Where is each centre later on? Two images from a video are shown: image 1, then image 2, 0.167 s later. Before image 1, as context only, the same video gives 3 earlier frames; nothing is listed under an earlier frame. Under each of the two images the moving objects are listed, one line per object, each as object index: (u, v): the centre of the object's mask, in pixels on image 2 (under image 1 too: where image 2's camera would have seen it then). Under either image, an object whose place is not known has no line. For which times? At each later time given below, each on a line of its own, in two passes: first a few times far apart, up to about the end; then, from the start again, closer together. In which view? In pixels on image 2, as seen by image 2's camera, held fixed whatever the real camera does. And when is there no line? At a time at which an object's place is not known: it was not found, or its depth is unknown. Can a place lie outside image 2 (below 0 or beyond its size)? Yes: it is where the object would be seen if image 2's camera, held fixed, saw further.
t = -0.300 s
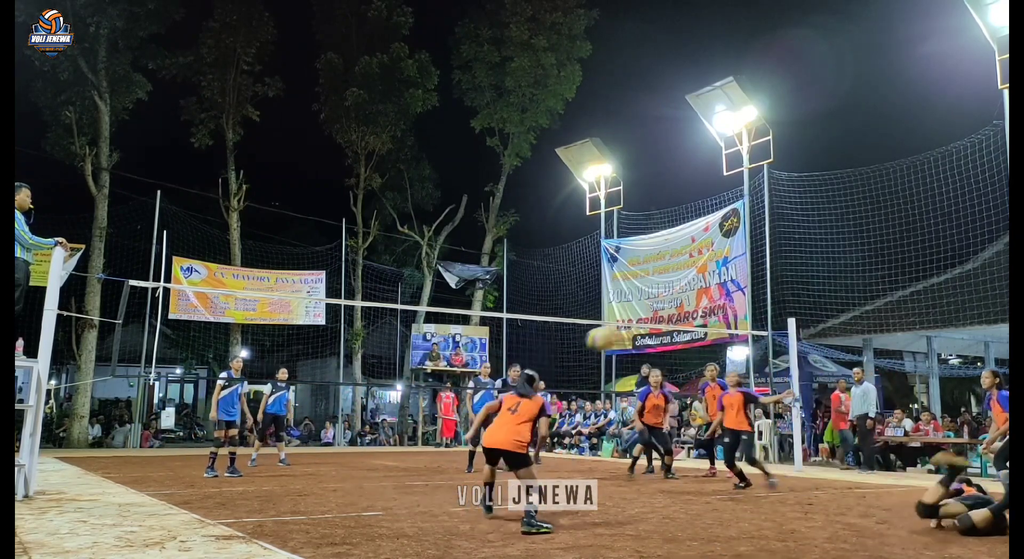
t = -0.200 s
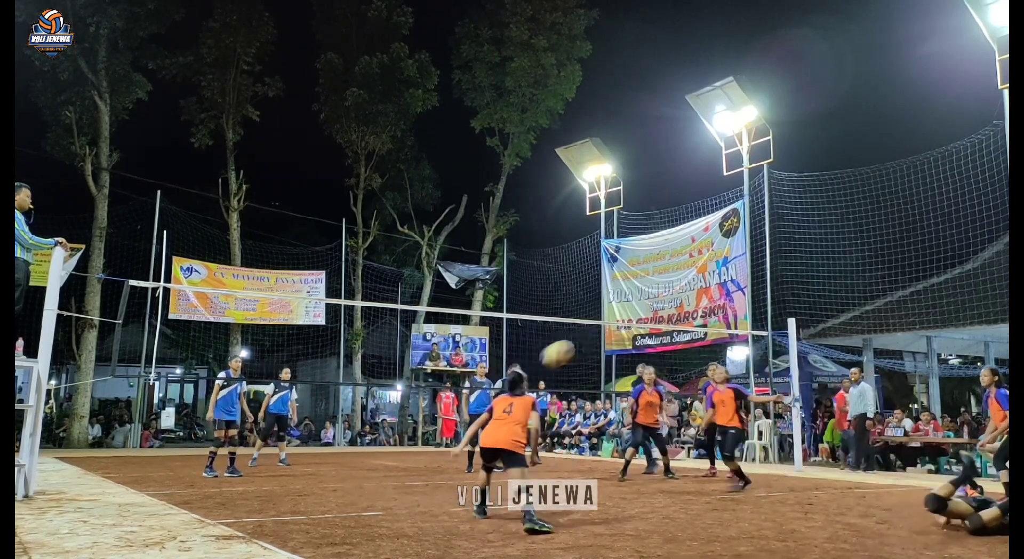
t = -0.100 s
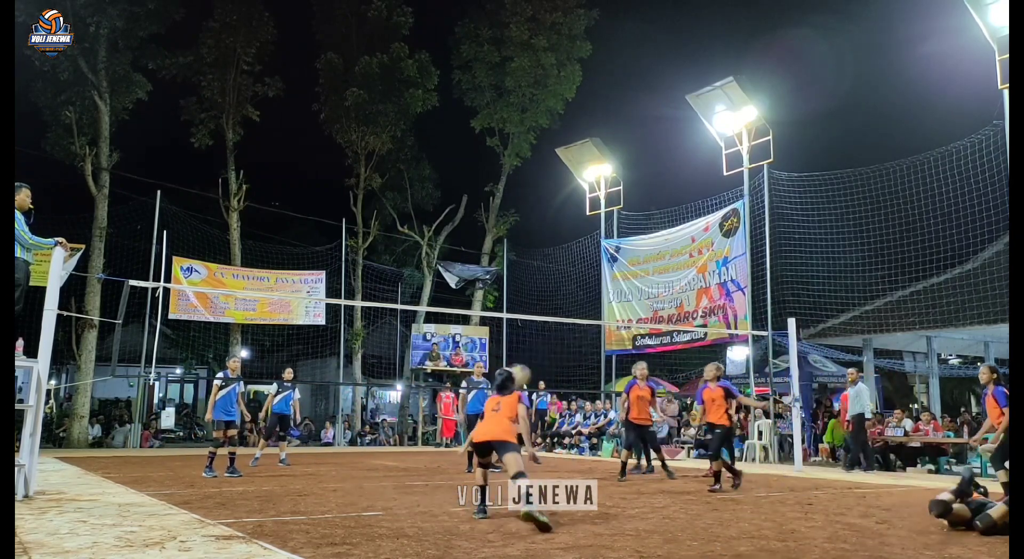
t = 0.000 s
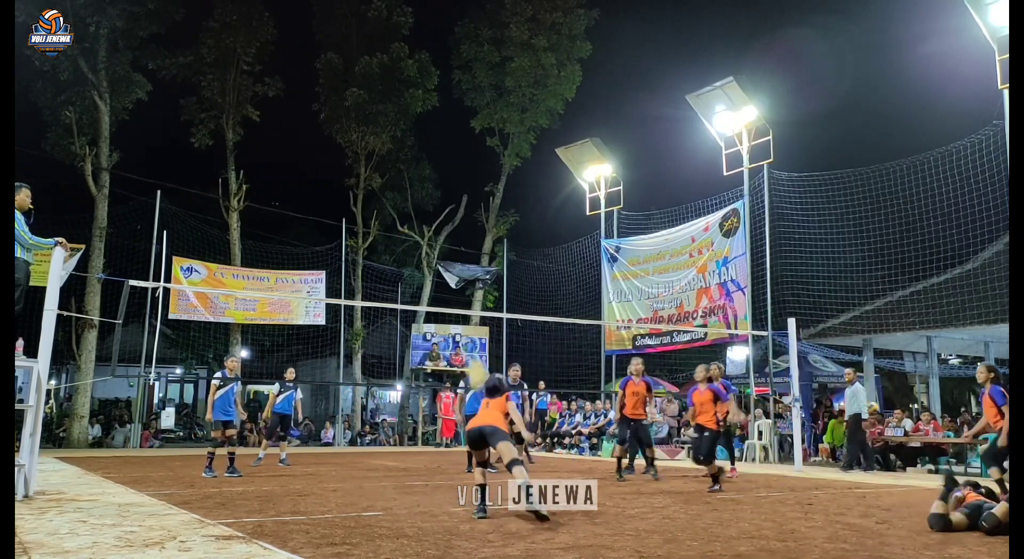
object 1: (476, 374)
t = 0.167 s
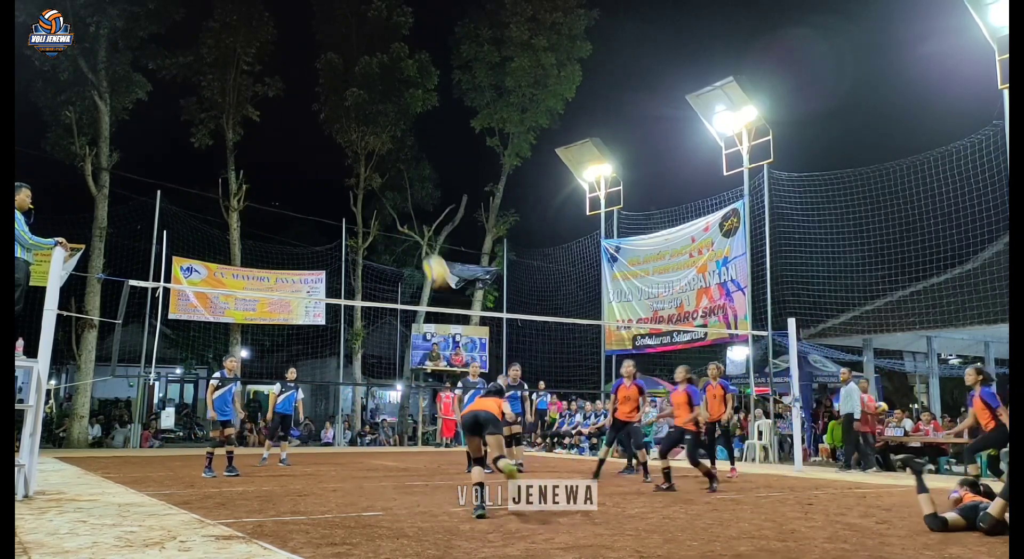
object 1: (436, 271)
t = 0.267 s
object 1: (412, 226)
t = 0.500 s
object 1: (353, 160)
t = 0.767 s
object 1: (283, 153)
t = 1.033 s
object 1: (209, 221)
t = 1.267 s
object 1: (141, 347)
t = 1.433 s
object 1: (94, 479)
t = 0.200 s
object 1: (428, 255)
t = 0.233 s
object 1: (421, 240)
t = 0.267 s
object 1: (412, 226)
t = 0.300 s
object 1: (404, 213)
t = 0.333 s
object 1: (395, 201)
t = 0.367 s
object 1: (387, 190)
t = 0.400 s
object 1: (378, 181)
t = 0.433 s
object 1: (370, 173)
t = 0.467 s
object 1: (362, 166)
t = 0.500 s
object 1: (353, 160)
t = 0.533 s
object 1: (344, 155)
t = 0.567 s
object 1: (336, 151)
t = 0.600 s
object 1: (327, 149)
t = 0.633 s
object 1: (318, 147)
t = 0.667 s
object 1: (309, 147)
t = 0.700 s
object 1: (300, 148)
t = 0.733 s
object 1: (292, 150)
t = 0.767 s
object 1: (283, 153)
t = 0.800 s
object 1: (274, 157)
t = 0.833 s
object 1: (265, 163)
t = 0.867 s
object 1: (256, 169)
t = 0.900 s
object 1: (246, 177)
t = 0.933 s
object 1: (237, 186)
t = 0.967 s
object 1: (229, 197)
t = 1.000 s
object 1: (219, 208)
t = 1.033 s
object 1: (209, 221)
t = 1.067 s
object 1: (200, 235)
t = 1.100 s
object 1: (192, 247)
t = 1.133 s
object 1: (180, 263)
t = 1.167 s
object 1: (171, 283)
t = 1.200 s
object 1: (162, 304)
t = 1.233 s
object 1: (152, 324)
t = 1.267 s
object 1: (141, 347)
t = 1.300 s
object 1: (133, 367)
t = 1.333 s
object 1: (123, 398)
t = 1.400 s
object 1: (103, 452)
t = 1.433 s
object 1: (94, 479)
